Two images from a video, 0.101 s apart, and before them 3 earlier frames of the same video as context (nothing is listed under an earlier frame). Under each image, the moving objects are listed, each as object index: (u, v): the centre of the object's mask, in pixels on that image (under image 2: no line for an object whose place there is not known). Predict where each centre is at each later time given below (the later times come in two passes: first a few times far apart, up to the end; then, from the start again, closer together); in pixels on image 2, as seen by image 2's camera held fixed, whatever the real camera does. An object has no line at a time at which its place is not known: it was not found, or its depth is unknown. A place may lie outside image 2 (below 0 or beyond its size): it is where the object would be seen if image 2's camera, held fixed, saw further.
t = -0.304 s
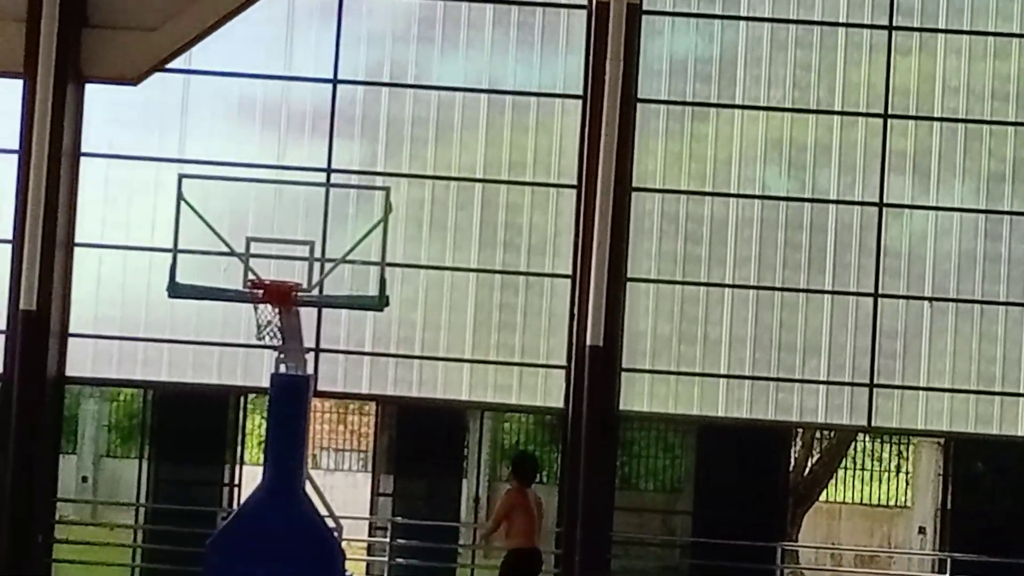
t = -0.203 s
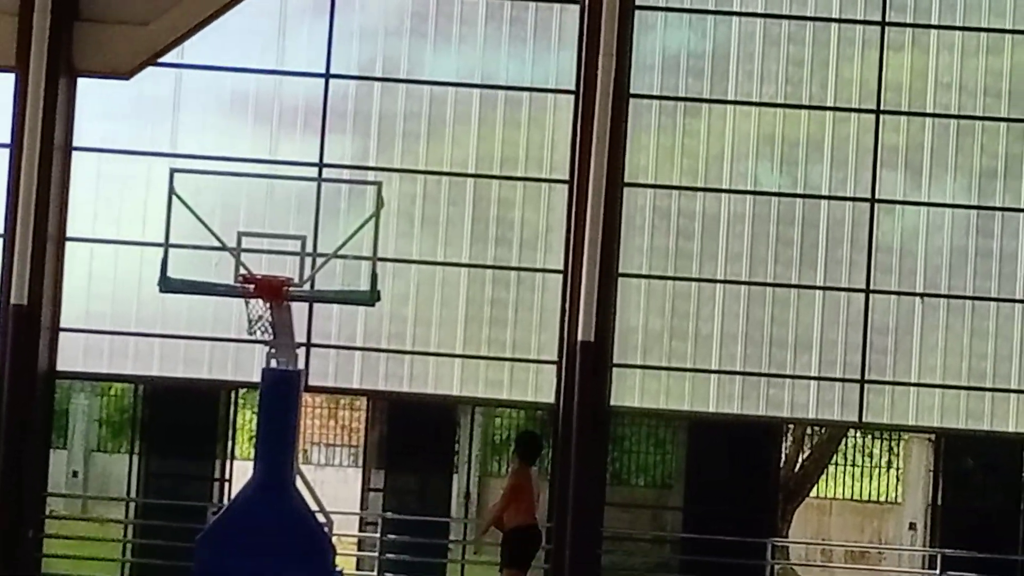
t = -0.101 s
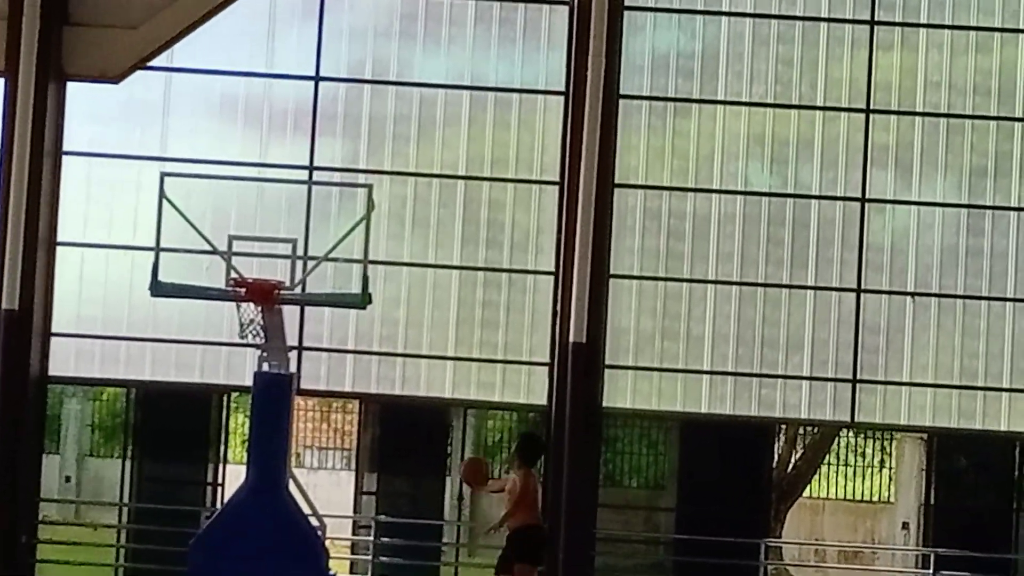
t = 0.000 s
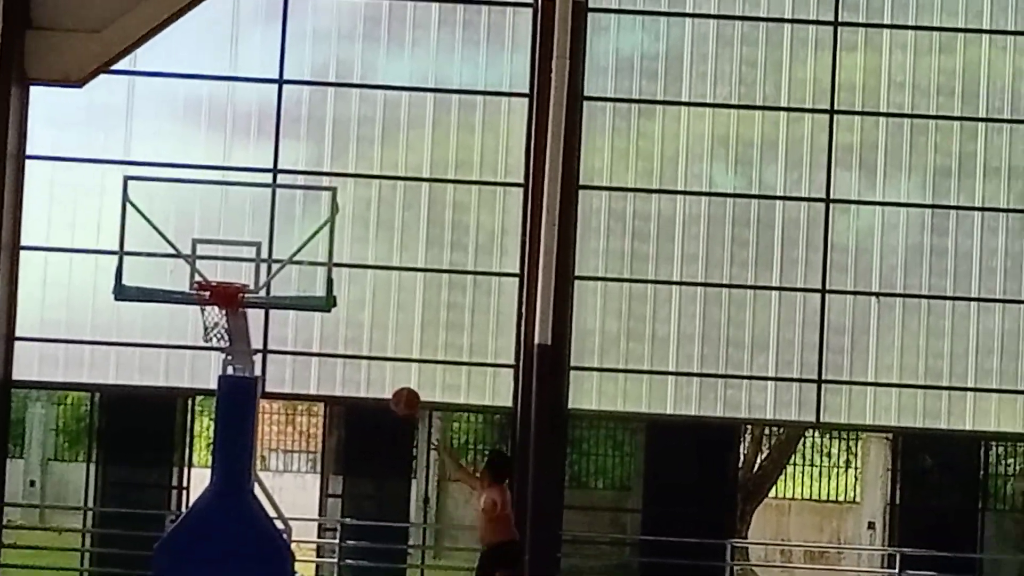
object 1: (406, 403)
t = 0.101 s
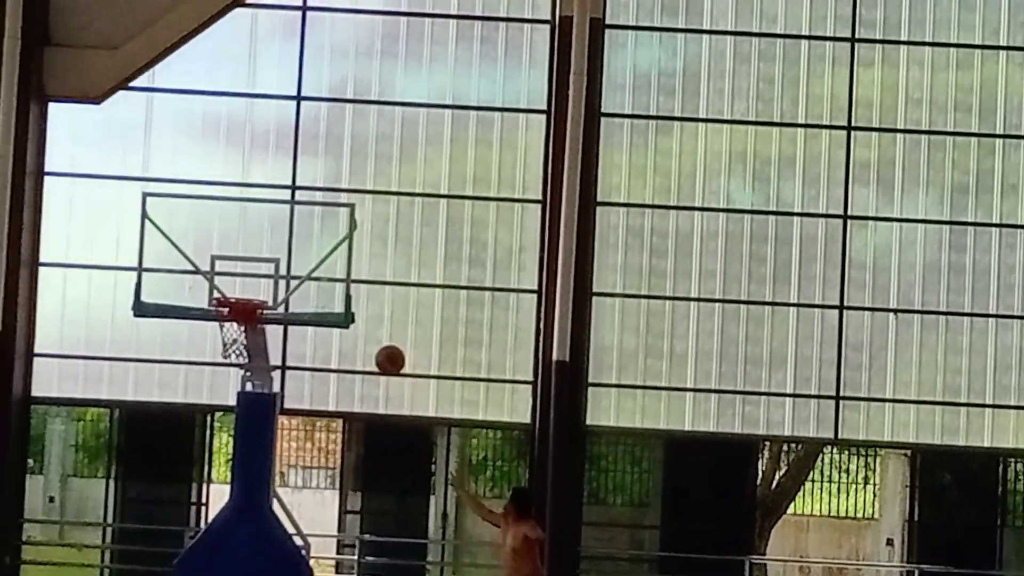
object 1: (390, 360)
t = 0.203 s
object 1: (356, 314)
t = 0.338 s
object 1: (312, 275)
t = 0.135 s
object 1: (379, 343)
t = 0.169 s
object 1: (368, 328)
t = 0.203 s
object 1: (356, 314)
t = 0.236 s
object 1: (345, 303)
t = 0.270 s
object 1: (335, 292)
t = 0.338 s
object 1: (312, 275)
